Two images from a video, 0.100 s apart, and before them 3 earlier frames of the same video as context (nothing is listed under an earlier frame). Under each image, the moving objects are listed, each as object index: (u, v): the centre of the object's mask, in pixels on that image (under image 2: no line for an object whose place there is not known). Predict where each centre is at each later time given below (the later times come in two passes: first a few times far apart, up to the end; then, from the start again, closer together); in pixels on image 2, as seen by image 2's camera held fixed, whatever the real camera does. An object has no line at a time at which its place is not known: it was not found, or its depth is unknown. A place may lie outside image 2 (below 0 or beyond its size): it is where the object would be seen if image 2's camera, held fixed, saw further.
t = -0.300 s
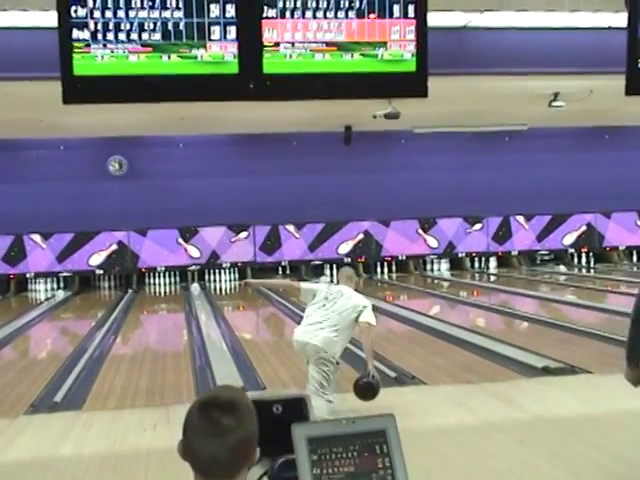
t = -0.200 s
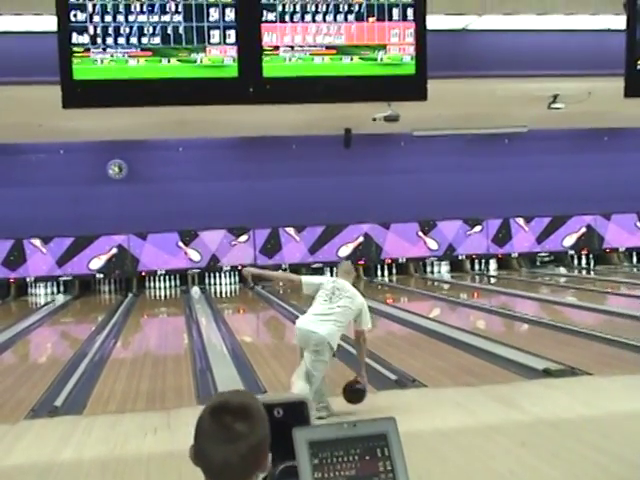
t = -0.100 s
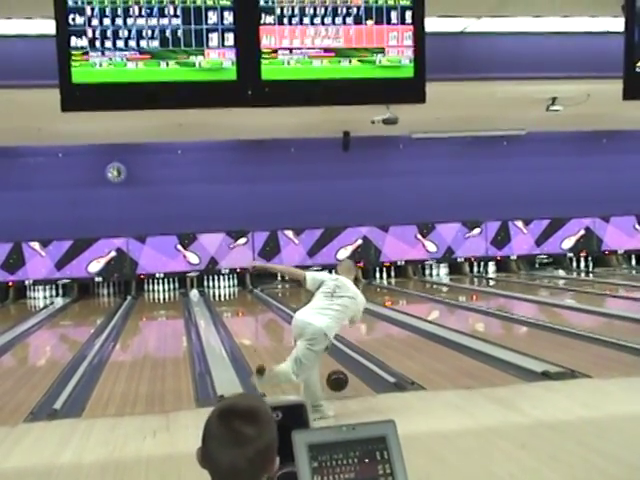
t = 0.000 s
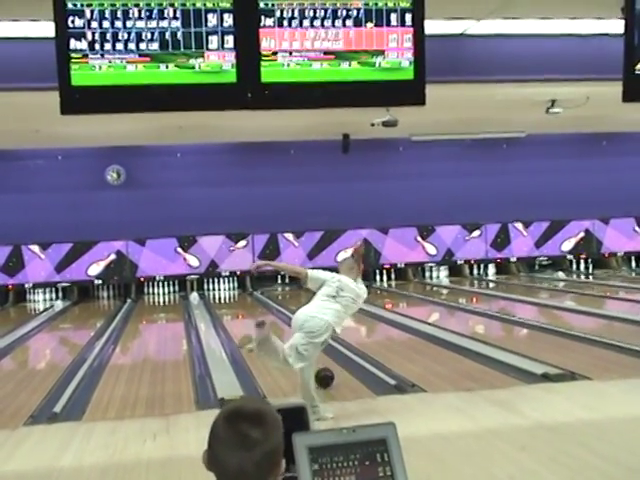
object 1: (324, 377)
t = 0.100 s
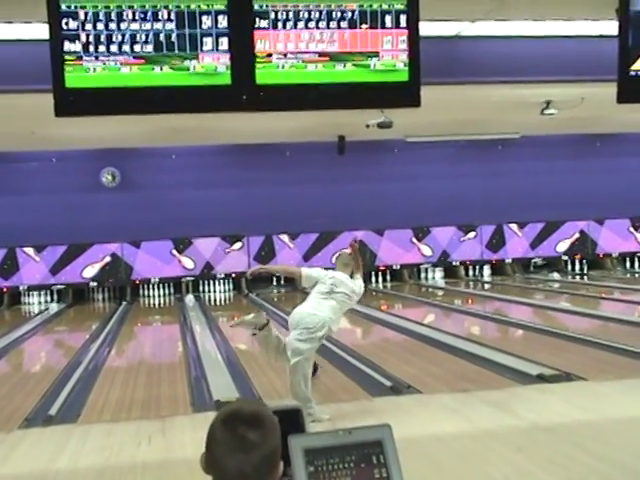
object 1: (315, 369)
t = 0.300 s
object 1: (285, 349)
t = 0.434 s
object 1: (280, 340)
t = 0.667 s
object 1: (267, 327)
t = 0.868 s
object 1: (257, 318)
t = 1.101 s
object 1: (249, 311)
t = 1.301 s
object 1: (242, 306)
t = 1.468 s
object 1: (237, 302)
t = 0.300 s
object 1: (285, 349)
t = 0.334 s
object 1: (285, 346)
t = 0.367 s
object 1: (284, 344)
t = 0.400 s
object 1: (282, 341)
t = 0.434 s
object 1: (280, 340)
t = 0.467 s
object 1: (278, 337)
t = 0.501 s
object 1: (276, 336)
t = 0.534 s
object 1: (274, 334)
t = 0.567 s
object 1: (272, 332)
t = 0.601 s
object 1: (270, 330)
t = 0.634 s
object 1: (268, 329)
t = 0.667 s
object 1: (267, 327)
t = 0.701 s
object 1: (265, 325)
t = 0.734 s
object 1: (263, 324)
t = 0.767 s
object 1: (262, 323)
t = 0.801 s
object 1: (261, 321)
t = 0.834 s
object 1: (259, 320)
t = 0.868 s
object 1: (257, 318)
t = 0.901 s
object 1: (256, 317)
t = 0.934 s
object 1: (255, 316)
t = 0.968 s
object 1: (253, 315)
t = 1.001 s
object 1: (252, 314)
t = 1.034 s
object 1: (251, 313)
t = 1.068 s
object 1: (250, 311)
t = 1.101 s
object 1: (249, 311)
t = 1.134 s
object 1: (248, 310)
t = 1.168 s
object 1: (246, 309)
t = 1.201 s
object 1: (245, 308)
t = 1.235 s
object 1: (244, 307)
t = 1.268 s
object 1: (243, 307)
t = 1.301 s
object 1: (242, 306)
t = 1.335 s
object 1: (241, 305)
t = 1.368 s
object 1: (239, 303)
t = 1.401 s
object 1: (239, 303)
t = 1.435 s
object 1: (238, 302)
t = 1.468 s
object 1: (237, 302)
